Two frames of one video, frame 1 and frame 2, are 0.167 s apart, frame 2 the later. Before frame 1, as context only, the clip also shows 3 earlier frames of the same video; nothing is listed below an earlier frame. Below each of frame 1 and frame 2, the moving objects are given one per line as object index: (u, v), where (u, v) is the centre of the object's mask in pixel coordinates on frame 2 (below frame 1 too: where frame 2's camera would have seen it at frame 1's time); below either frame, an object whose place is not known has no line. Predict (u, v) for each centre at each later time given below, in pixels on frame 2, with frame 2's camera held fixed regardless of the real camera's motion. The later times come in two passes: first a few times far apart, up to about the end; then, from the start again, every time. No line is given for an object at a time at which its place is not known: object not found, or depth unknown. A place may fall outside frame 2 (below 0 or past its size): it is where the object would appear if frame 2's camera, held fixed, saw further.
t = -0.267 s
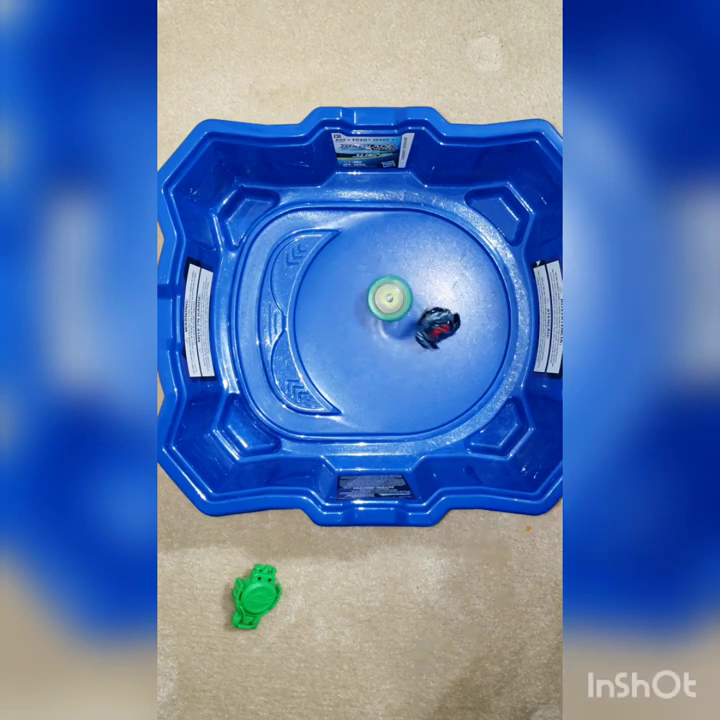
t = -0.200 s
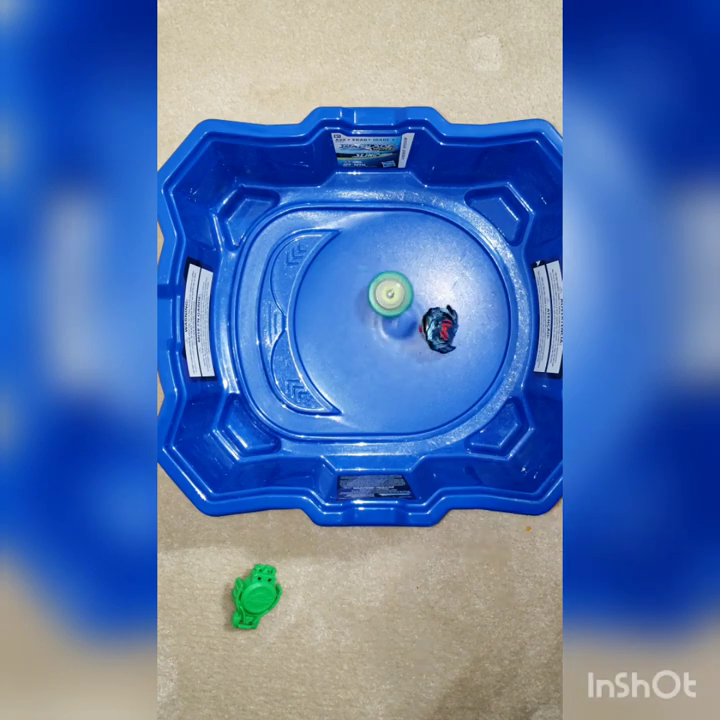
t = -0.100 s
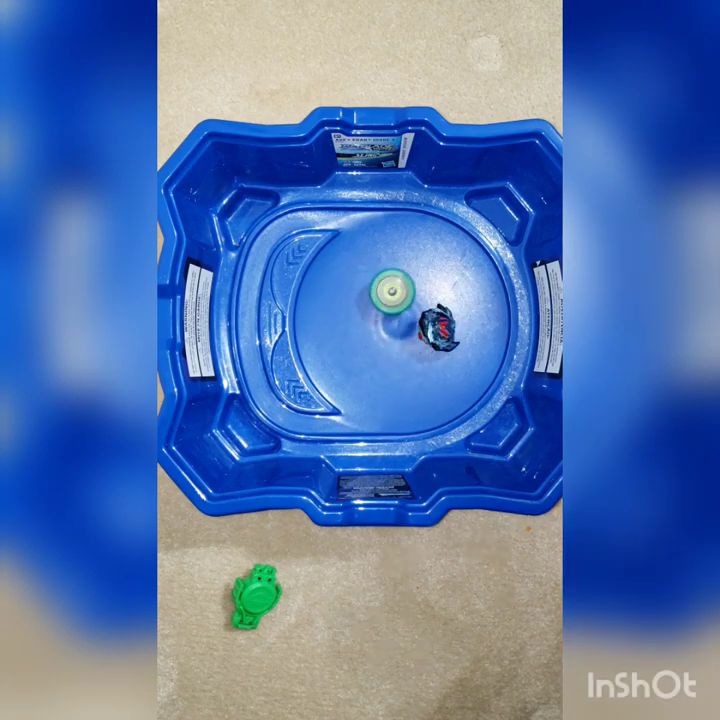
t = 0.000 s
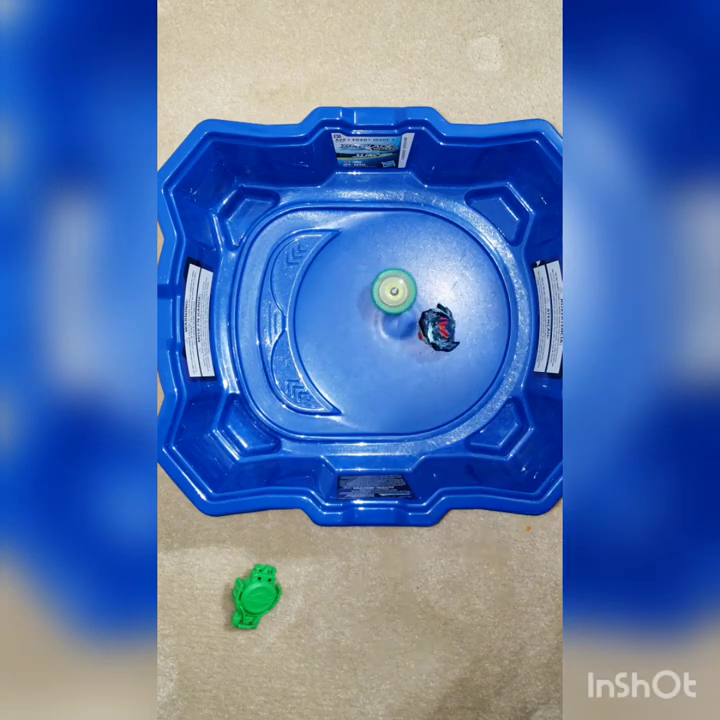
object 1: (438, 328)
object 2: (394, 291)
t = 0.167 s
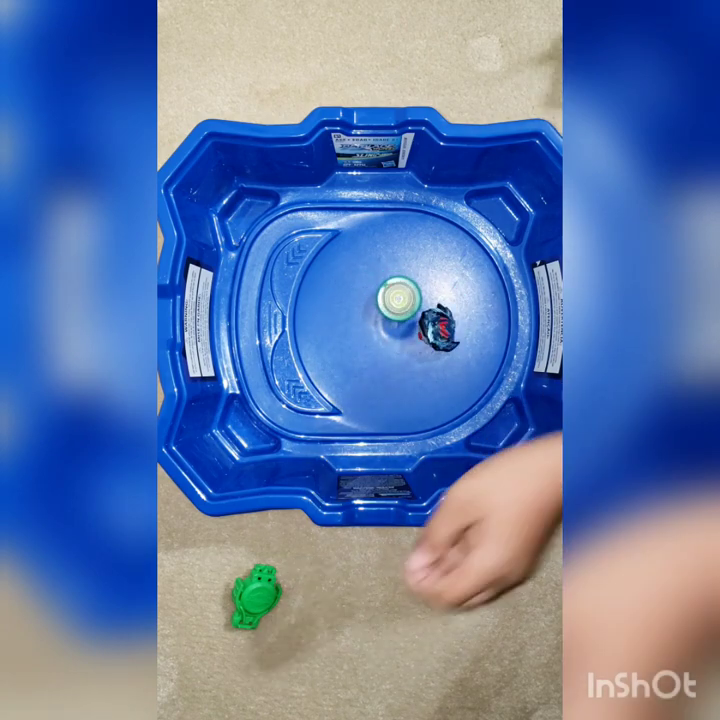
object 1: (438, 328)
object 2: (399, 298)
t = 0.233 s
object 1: (438, 329)
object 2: (400, 302)
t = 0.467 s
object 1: (431, 346)
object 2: (401, 304)
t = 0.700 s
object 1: (402, 349)
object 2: (402, 296)
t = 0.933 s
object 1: (375, 340)
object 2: (394, 283)
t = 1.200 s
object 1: (363, 341)
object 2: (403, 298)
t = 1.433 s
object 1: (356, 346)
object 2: (430, 306)
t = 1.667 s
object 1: (370, 324)
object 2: (438, 325)
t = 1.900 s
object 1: (369, 315)
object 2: (425, 342)
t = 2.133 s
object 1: (370, 318)
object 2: (399, 354)
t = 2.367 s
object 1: (370, 315)
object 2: (393, 364)
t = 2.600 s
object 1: (366, 304)
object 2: (390, 359)
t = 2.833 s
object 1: (363, 301)
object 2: (389, 341)
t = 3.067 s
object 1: (369, 290)
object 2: (384, 340)
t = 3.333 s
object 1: (377, 286)
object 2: (396, 355)
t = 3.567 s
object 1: (376, 286)
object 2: (409, 348)
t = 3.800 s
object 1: (368, 293)
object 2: (405, 340)
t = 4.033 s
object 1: (365, 308)
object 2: (408, 345)
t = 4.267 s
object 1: (366, 318)
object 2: (420, 342)
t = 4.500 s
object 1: (366, 319)
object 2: (429, 334)
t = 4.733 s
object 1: (366, 319)
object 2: (421, 320)
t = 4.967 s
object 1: (366, 319)
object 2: (422, 321)
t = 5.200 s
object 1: (366, 319)
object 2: (427, 310)
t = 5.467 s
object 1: (366, 319)
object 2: (415, 303)
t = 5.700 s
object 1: (365, 320)
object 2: (409, 303)
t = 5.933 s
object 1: (365, 320)
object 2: (410, 300)
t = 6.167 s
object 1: (365, 320)
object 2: (406, 301)
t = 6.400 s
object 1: (364, 320)
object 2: (411, 304)
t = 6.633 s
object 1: (364, 320)
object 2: (410, 303)
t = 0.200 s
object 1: (438, 329)
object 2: (400, 300)
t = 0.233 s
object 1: (438, 329)
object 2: (400, 302)
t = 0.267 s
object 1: (440, 332)
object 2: (400, 303)
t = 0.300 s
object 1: (442, 335)
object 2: (399, 303)
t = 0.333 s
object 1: (441, 338)
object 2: (400, 303)
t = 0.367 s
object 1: (439, 341)
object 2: (400, 303)
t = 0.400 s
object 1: (437, 343)
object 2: (401, 303)
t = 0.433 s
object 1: (434, 344)
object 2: (401, 303)
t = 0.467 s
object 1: (431, 346)
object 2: (401, 304)
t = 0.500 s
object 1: (428, 347)
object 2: (401, 304)
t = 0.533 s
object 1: (425, 348)
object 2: (402, 304)
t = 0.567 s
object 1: (421, 348)
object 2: (401, 303)
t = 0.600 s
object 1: (417, 348)
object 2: (401, 303)
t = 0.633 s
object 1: (412, 348)
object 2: (402, 302)
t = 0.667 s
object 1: (407, 349)
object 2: (403, 298)
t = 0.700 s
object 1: (402, 349)
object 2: (402, 296)
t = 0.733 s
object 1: (397, 349)
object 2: (402, 293)
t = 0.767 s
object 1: (393, 349)
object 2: (402, 290)
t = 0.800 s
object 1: (387, 349)
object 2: (400, 287)
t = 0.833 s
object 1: (383, 347)
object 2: (399, 285)
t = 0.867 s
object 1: (380, 345)
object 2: (397, 284)
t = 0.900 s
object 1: (377, 343)
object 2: (396, 283)
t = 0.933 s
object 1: (375, 340)
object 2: (394, 283)
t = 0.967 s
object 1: (373, 337)
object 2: (392, 284)
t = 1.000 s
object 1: (372, 335)
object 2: (390, 286)
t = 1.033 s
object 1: (372, 333)
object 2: (388, 289)
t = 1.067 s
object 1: (369, 335)
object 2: (390, 291)
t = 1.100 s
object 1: (369, 336)
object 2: (391, 293)
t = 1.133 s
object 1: (370, 337)
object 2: (392, 296)
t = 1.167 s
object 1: (368, 339)
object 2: (397, 298)
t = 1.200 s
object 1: (363, 341)
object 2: (403, 298)
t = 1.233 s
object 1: (360, 343)
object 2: (408, 298)
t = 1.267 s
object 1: (357, 345)
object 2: (411, 299)
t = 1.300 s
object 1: (355, 346)
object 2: (416, 300)
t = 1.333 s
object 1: (354, 347)
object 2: (420, 301)
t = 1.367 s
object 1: (353, 347)
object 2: (423, 302)
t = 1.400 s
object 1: (355, 347)
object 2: (426, 304)
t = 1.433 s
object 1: (356, 346)
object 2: (430, 306)
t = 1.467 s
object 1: (359, 344)
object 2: (432, 308)
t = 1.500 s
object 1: (362, 341)
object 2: (434, 310)
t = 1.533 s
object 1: (364, 338)
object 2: (435, 314)
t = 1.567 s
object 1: (366, 335)
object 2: (437, 316)
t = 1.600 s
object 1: (368, 330)
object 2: (437, 318)
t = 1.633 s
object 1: (370, 327)
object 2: (437, 322)
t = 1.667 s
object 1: (370, 324)
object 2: (438, 325)
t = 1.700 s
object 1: (370, 321)
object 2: (437, 328)
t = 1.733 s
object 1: (370, 318)
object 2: (436, 331)
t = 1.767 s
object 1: (369, 315)
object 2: (434, 334)
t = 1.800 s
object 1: (368, 313)
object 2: (433, 336)
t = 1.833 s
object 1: (368, 313)
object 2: (430, 339)
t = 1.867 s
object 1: (368, 313)
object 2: (428, 341)
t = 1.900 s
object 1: (369, 315)
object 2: (425, 342)
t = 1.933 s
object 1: (370, 317)
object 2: (421, 344)
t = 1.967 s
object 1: (370, 319)
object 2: (418, 346)
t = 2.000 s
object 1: (371, 321)
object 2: (415, 347)
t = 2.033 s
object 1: (371, 322)
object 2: (409, 348)
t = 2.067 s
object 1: (371, 321)
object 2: (406, 349)
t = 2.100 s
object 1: (370, 320)
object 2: (403, 351)
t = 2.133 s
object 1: (370, 318)
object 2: (399, 354)
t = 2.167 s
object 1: (370, 317)
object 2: (398, 358)
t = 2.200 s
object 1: (370, 315)
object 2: (398, 359)
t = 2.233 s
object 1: (369, 313)
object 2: (396, 361)
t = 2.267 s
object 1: (369, 312)
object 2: (395, 363)
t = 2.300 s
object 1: (369, 313)
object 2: (395, 363)
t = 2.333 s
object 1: (370, 314)
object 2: (394, 364)
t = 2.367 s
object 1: (370, 315)
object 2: (393, 364)
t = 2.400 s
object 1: (370, 317)
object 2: (392, 363)
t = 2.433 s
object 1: (370, 318)
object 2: (391, 362)
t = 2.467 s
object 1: (370, 318)
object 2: (392, 361)
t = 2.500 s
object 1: (370, 316)
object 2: (390, 359)
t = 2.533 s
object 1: (369, 311)
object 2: (390, 360)
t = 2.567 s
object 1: (368, 307)
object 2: (391, 359)
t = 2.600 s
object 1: (366, 304)
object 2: (390, 359)
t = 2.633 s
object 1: (364, 302)
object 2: (391, 357)
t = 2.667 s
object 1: (362, 301)
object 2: (391, 355)
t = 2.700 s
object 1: (361, 300)
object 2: (391, 353)
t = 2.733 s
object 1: (360, 299)
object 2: (391, 350)
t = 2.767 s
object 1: (361, 300)
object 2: (390, 347)
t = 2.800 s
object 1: (362, 301)
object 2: (390, 344)
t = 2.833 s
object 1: (363, 301)
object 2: (389, 341)
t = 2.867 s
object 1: (363, 300)
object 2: (389, 339)
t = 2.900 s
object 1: (363, 299)
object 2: (387, 337)
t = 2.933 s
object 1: (363, 296)
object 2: (385, 337)
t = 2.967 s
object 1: (365, 295)
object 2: (384, 336)
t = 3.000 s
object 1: (366, 294)
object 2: (383, 336)
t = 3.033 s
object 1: (367, 292)
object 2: (384, 338)
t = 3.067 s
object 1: (369, 290)
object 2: (384, 340)
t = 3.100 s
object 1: (371, 289)
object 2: (385, 342)
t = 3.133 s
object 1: (373, 288)
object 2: (386, 345)
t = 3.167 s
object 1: (375, 287)
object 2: (388, 347)
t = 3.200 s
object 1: (375, 287)
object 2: (388, 350)
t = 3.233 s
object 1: (376, 286)
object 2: (391, 352)
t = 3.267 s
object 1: (376, 286)
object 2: (392, 353)
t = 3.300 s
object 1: (376, 286)
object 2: (395, 355)
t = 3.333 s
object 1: (377, 286)
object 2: (396, 355)
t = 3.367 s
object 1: (377, 286)
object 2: (399, 355)
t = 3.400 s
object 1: (377, 286)
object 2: (400, 355)
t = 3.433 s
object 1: (377, 286)
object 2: (403, 354)
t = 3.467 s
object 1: (377, 286)
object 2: (404, 353)
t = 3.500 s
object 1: (376, 286)
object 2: (406, 352)
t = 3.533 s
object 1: (376, 286)
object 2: (407, 349)
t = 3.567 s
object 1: (376, 286)
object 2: (409, 348)
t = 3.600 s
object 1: (375, 287)
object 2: (409, 344)
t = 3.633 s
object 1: (375, 287)
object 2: (410, 342)
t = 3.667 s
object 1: (373, 288)
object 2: (410, 339)
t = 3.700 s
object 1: (372, 289)
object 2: (410, 337)
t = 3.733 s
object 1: (371, 290)
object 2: (409, 337)
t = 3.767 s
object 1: (370, 292)
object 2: (407, 339)
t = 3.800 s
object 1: (368, 293)
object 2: (405, 340)
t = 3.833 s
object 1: (367, 295)
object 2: (402, 341)
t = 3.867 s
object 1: (366, 297)
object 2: (402, 341)
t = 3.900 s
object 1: (365, 299)
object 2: (403, 343)
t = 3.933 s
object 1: (365, 301)
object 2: (404, 343)
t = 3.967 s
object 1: (364, 304)
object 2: (405, 344)
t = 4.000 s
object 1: (365, 306)
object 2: (406, 344)
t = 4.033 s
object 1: (365, 308)
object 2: (408, 345)
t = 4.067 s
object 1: (365, 310)
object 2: (409, 344)
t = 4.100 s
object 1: (366, 313)
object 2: (411, 345)
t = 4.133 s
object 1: (366, 315)
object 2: (411, 344)
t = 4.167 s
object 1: (368, 318)
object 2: (413, 344)
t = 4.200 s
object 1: (369, 321)
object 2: (413, 342)
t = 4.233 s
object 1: (367, 319)
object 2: (417, 342)
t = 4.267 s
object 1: (366, 318)
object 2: (420, 342)
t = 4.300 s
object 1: (366, 318)
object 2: (422, 342)
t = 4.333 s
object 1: (366, 319)
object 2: (423, 342)
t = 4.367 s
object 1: (366, 320)
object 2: (426, 340)
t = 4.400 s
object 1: (366, 320)
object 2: (427, 339)
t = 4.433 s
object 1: (366, 320)
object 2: (428, 337)
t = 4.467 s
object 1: (366, 320)
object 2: (429, 336)
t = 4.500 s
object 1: (366, 319)
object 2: (429, 334)
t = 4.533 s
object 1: (366, 319)
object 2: (429, 332)
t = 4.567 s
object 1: (366, 319)
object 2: (428, 329)
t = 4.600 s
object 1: (366, 319)
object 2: (428, 328)
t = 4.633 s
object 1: (366, 319)
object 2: (426, 325)
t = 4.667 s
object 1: (366, 319)
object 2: (426, 324)
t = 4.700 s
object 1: (366, 319)
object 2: (423, 322)
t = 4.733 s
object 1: (366, 319)
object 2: (421, 320)
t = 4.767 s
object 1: (366, 319)
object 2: (419, 319)
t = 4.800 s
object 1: (366, 319)
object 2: (418, 318)
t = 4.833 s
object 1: (366, 319)
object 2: (419, 319)
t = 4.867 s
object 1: (366, 319)
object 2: (419, 320)
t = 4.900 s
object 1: (366, 319)
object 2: (421, 322)
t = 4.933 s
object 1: (366, 319)
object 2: (421, 322)
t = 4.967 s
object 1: (366, 319)
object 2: (422, 321)
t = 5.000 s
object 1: (366, 319)
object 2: (422, 320)
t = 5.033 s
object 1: (366, 319)
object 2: (423, 317)
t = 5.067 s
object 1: (366, 319)
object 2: (424, 316)
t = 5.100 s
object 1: (366, 319)
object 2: (425, 313)
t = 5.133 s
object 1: (366, 319)
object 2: (426, 313)
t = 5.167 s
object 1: (366, 319)
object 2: (426, 311)
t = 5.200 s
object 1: (366, 319)
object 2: (427, 310)
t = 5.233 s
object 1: (366, 319)
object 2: (426, 308)
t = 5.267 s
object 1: (366, 319)
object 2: (425, 307)
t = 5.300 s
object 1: (366, 319)
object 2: (423, 306)
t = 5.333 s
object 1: (366, 319)
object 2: (422, 305)
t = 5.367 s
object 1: (366, 319)
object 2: (421, 305)
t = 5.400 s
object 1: (366, 319)
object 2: (419, 303)
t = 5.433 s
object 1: (366, 319)
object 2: (418, 303)
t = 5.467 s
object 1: (366, 319)
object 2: (415, 303)
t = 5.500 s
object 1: (366, 319)
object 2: (414, 302)
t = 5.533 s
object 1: (366, 319)
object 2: (412, 304)
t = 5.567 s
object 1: (366, 319)
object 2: (409, 302)
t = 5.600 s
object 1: (366, 319)
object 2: (409, 303)
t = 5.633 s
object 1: (365, 319)
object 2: (407, 303)
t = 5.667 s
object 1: (365, 320)
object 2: (409, 302)
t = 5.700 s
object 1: (365, 320)
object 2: (409, 303)
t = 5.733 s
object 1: (365, 319)
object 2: (409, 302)
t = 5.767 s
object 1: (365, 319)
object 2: (411, 302)
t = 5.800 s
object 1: (365, 320)
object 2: (410, 302)
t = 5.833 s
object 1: (365, 320)
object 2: (411, 300)
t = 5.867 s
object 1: (365, 320)
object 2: (411, 302)
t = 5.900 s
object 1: (365, 320)
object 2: (409, 300)
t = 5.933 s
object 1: (365, 320)
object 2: (410, 300)
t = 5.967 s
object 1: (365, 320)
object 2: (409, 301)
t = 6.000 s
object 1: (365, 320)
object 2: (409, 299)
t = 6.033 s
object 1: (365, 320)
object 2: (410, 300)
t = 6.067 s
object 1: (365, 320)
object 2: (408, 301)
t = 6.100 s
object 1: (365, 320)
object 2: (408, 300)
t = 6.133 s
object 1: (365, 320)
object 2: (408, 302)
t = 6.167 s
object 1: (365, 320)
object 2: (406, 301)
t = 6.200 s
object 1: (365, 320)
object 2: (408, 301)
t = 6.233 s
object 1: (365, 320)
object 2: (407, 302)
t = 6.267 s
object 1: (364, 320)
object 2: (407, 301)
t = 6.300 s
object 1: (364, 320)
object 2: (410, 302)
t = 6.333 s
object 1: (364, 320)
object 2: (409, 303)
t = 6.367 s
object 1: (364, 320)
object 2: (409, 302)
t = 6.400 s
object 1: (364, 320)
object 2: (411, 304)
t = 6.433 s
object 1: (364, 320)
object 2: (409, 304)
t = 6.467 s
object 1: (364, 320)
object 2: (410, 303)
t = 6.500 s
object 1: (364, 320)
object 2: (410, 304)
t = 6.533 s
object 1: (364, 320)
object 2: (409, 304)
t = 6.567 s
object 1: (364, 320)
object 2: (410, 302)
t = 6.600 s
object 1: (364, 320)
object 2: (410, 304)
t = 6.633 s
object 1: (364, 320)
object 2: (410, 303)
